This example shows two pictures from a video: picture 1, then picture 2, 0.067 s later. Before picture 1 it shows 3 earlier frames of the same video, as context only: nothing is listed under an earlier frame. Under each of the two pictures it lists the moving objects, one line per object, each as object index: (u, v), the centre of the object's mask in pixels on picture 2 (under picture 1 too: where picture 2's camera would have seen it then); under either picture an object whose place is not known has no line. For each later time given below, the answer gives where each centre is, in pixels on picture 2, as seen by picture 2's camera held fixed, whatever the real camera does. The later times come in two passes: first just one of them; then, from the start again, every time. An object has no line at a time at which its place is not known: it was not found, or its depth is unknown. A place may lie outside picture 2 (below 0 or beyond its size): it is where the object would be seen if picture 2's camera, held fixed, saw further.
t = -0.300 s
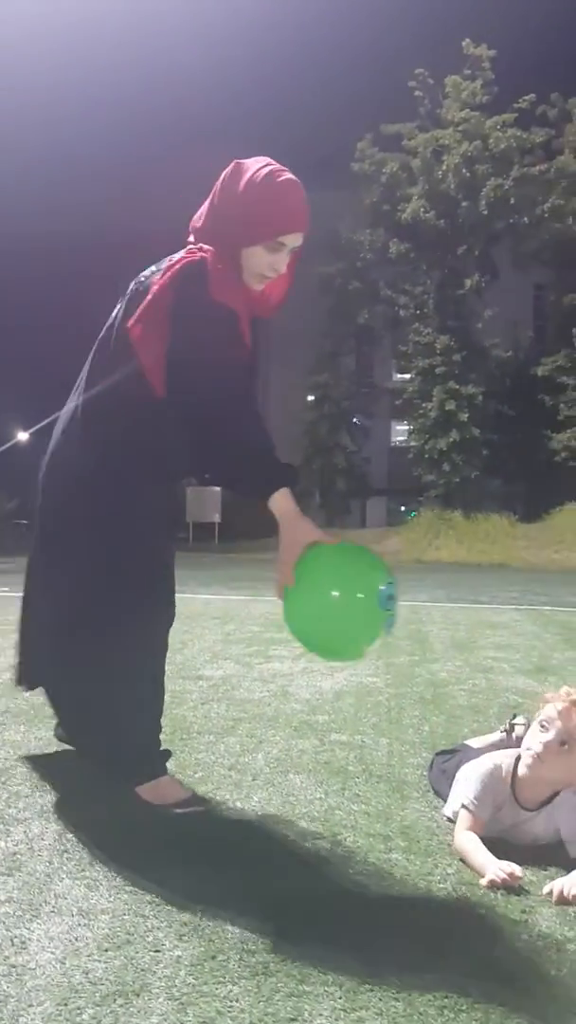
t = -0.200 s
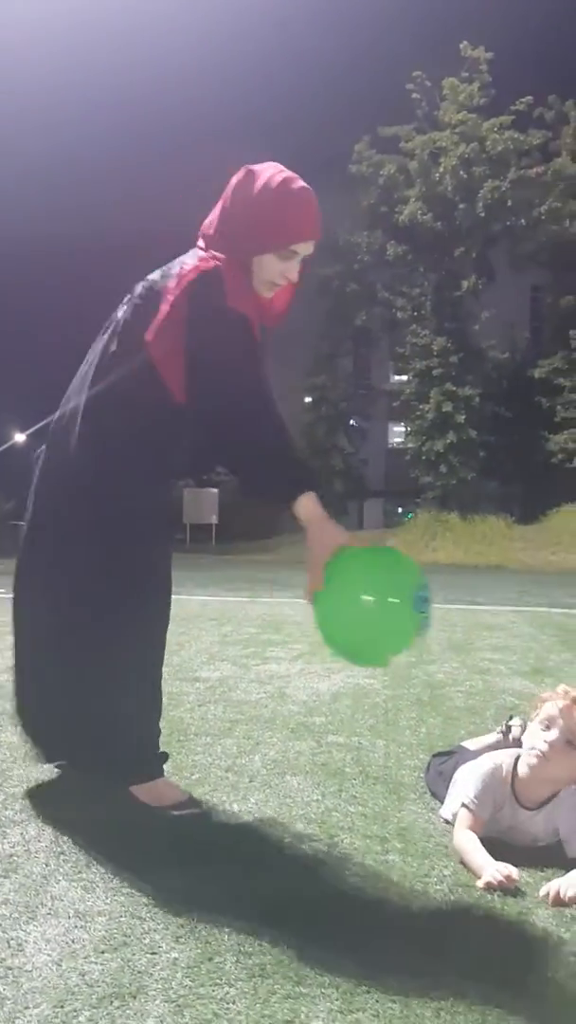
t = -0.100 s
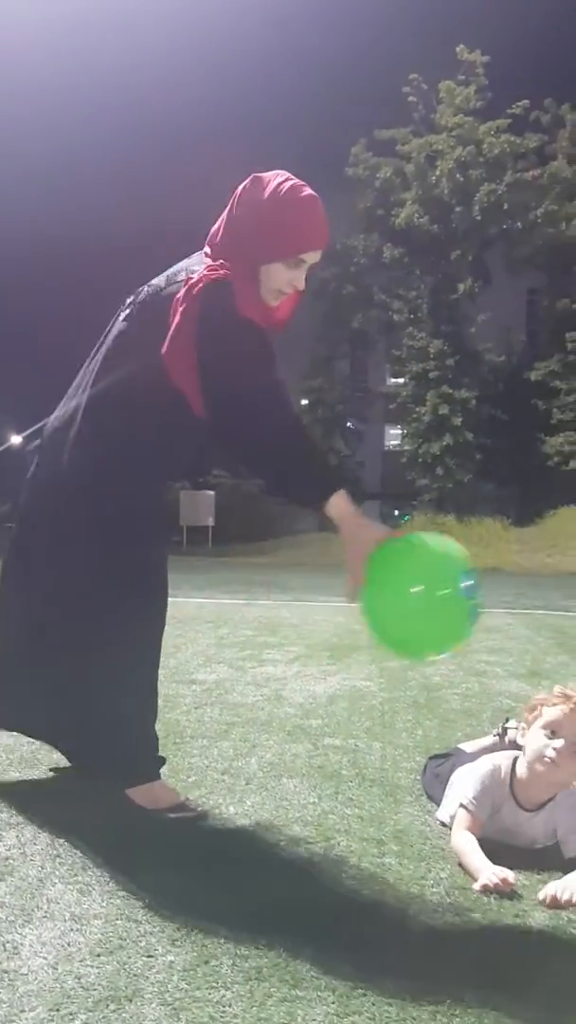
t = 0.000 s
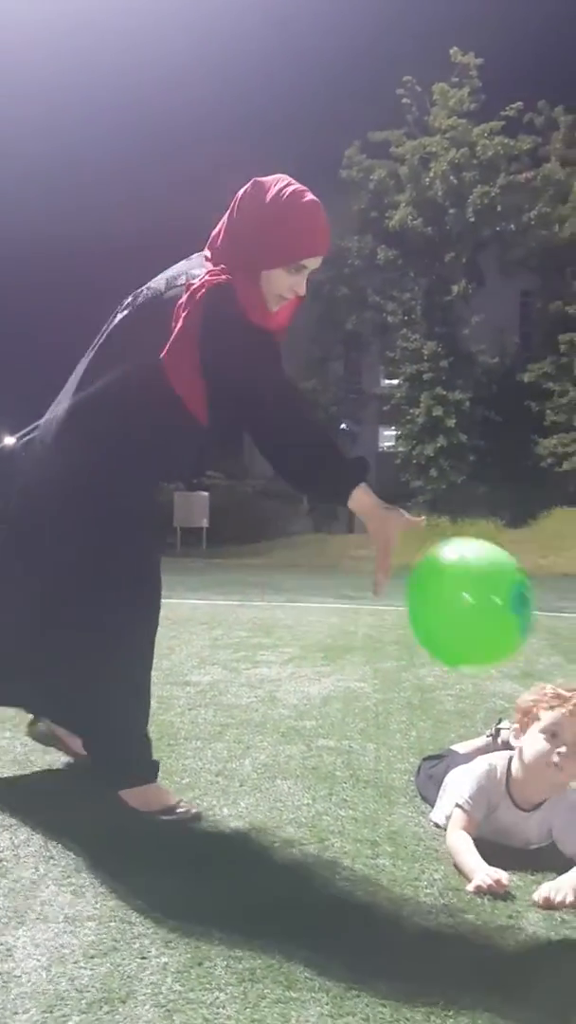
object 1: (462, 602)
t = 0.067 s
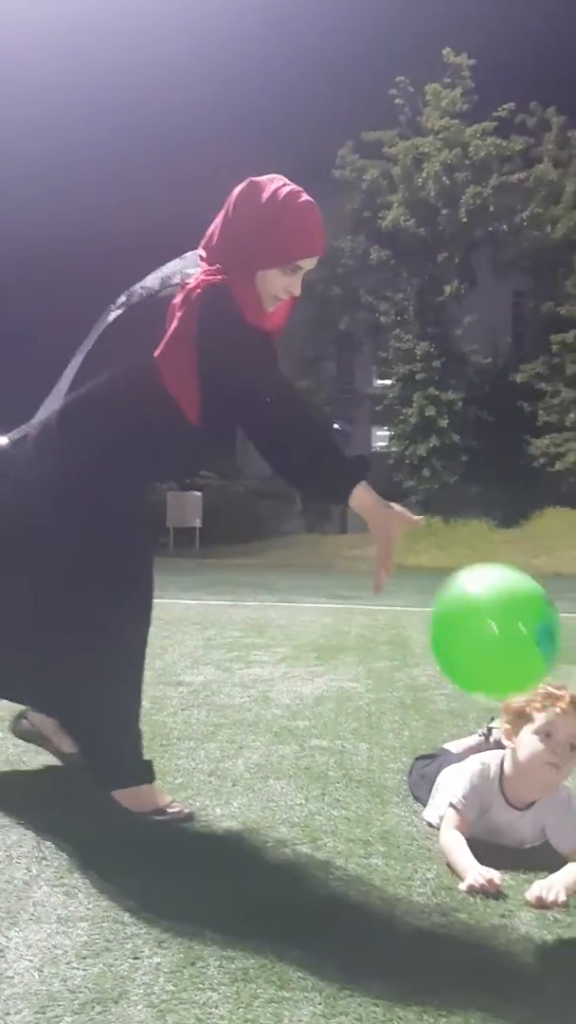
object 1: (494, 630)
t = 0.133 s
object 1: (523, 678)
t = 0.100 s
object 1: (510, 651)
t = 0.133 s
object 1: (523, 678)
